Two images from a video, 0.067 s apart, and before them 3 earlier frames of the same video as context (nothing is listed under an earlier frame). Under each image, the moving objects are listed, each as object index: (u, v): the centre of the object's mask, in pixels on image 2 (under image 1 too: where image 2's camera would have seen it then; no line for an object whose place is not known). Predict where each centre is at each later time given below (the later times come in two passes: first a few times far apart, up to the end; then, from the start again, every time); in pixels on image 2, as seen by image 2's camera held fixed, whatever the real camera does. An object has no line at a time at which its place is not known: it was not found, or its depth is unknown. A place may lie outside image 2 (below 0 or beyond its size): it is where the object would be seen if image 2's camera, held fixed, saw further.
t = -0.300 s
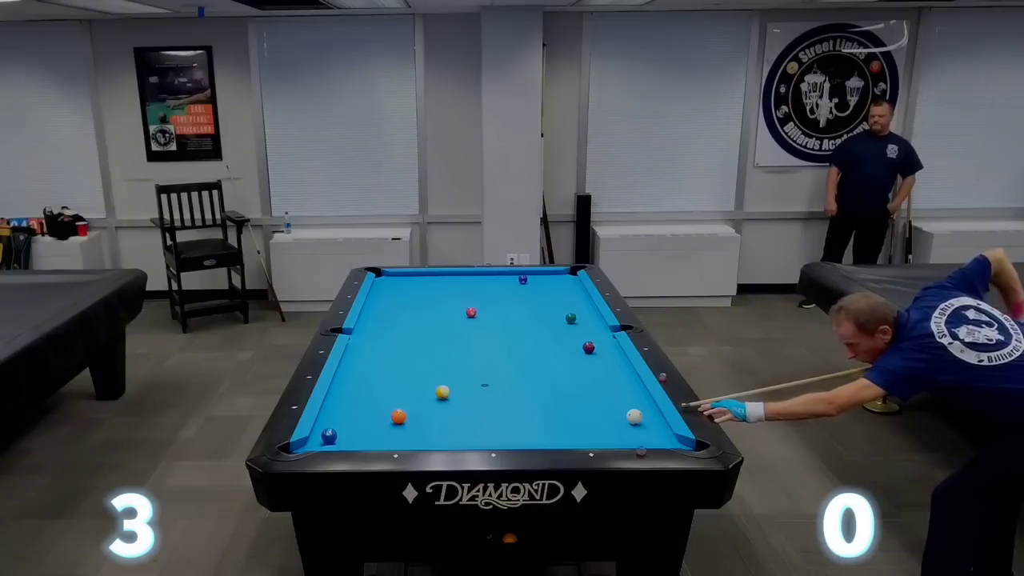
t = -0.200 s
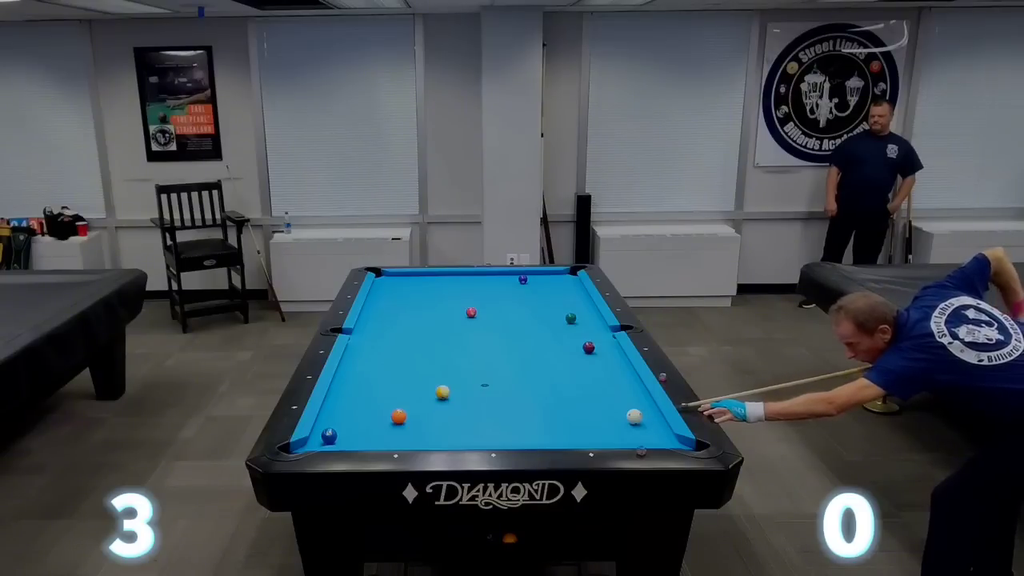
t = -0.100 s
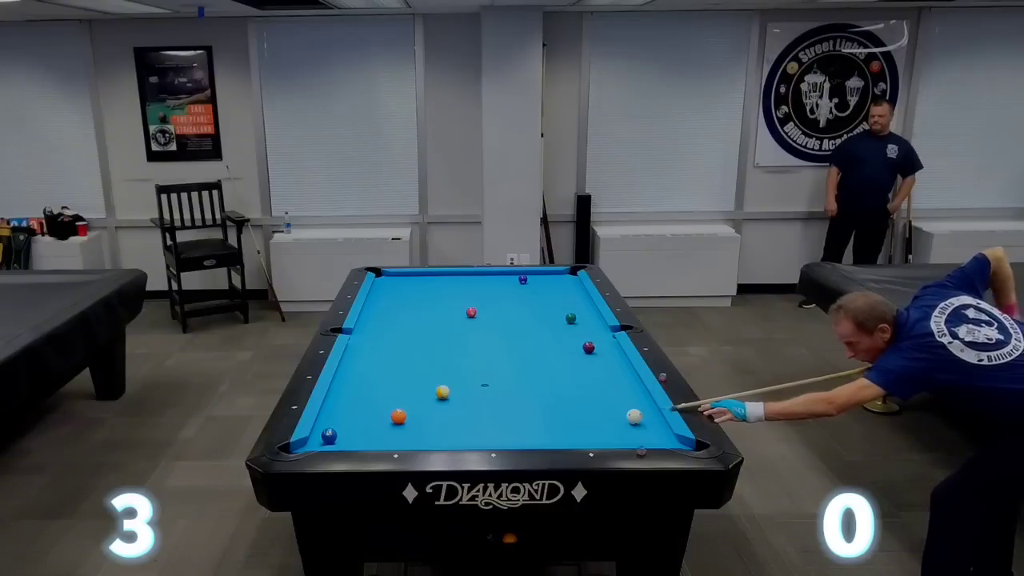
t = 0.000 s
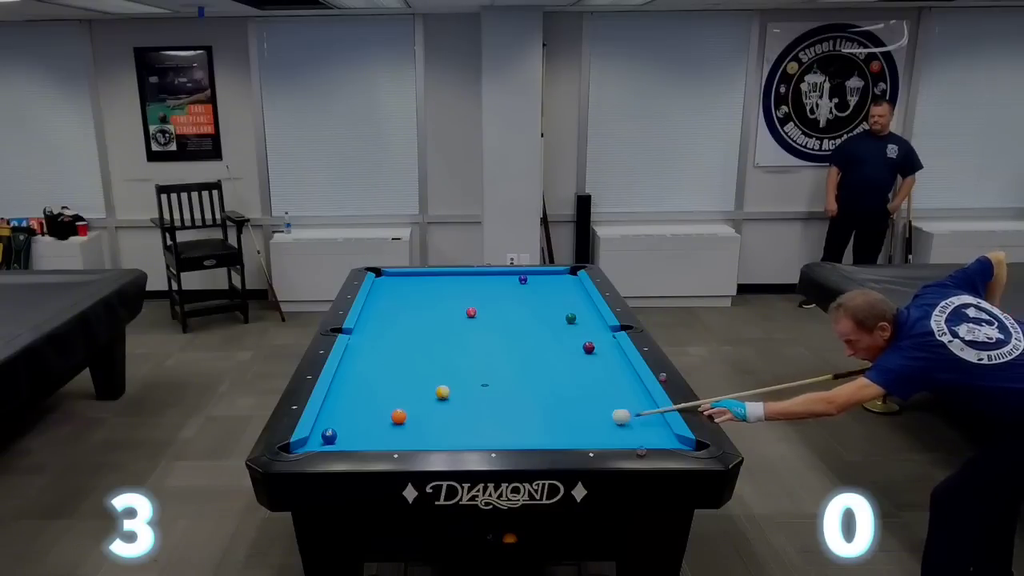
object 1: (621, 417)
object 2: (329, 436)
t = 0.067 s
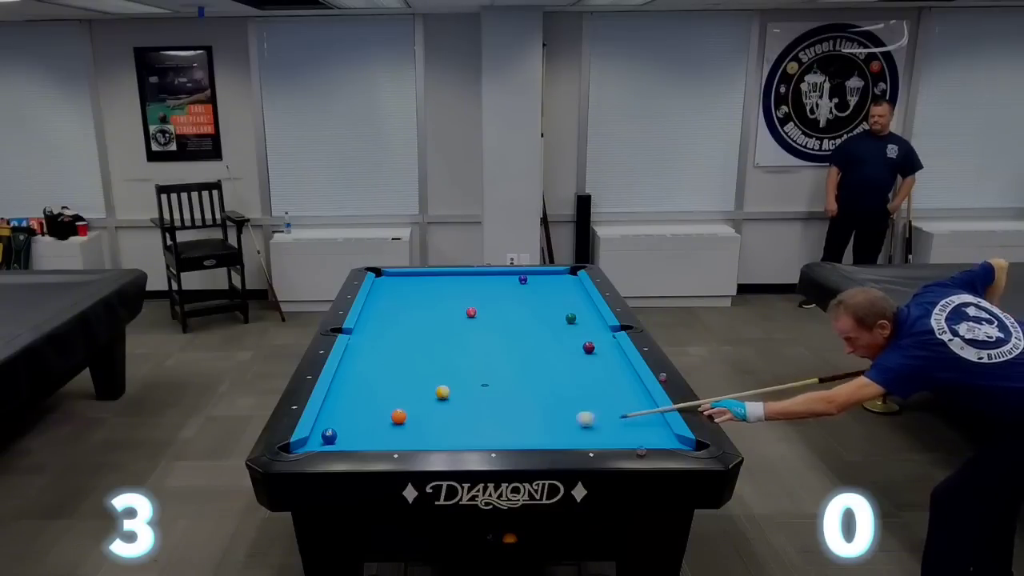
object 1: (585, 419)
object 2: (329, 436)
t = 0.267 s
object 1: (494, 424)
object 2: (329, 436)
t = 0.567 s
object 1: (367, 429)
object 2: (329, 436)
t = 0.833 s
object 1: (338, 417)
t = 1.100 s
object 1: (378, 402)
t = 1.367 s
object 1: (414, 389)
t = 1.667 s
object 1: (449, 376)
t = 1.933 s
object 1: (478, 365)
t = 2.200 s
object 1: (503, 356)
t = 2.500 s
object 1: (529, 346)
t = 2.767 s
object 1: (550, 339)
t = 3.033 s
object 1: (569, 331)
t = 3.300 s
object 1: (586, 325)
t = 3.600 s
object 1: (596, 319)
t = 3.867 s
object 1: (584, 315)
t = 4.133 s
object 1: (575, 311)
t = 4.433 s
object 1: (564, 309)
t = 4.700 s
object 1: (556, 307)
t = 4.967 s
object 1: (548, 305)
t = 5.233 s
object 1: (541, 304)
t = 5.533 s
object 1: (534, 302)
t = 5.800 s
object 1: (529, 301)
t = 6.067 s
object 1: (524, 300)
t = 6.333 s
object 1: (520, 299)
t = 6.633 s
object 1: (516, 298)
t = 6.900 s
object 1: (514, 298)
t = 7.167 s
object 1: (513, 297)
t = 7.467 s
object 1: (511, 297)
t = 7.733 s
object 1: (511, 297)
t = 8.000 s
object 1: (511, 297)
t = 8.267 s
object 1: (511, 297)
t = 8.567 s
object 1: (511, 297)
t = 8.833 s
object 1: (511, 297)
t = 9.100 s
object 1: (511, 297)
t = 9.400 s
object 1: (511, 297)
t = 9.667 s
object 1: (511, 297)
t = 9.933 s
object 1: (511, 297)
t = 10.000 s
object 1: (511, 297)
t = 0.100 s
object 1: (569, 419)
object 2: (329, 436)
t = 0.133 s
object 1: (553, 421)
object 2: (329, 436)
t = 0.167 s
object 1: (538, 421)
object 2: (329, 436)
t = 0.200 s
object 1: (523, 422)
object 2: (329, 436)
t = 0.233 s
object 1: (509, 423)
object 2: (329, 436)
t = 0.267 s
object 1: (494, 424)
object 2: (329, 436)
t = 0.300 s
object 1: (480, 424)
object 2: (329, 436)
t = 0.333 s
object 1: (466, 425)
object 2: (329, 436)
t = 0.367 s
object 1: (451, 426)
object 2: (329, 436)
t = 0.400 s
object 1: (438, 426)
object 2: (329, 436)
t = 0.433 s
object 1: (423, 427)
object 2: (329, 436)
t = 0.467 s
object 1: (409, 428)
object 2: (329, 436)
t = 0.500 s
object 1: (394, 428)
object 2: (329, 436)
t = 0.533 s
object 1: (381, 429)
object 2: (329, 436)
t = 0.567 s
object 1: (367, 429)
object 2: (329, 436)
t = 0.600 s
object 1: (353, 430)
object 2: (329, 436)
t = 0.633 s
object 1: (341, 430)
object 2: (326, 437)
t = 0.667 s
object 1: (336, 428)
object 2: (318, 439)
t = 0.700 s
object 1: (329, 425)
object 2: (310, 442)
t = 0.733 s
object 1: (323, 424)
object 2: (301, 444)
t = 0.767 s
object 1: (326, 421)
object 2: (298, 445)
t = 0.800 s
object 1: (332, 419)
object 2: (289, 451)
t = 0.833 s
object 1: (338, 417)
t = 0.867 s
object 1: (343, 415)
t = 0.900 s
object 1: (348, 414)
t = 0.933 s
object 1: (353, 411)
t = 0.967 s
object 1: (358, 410)
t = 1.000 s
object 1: (363, 408)
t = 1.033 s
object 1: (368, 406)
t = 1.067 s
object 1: (373, 404)
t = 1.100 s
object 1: (378, 402)
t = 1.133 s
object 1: (382, 401)
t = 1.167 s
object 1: (387, 399)
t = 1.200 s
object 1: (392, 397)
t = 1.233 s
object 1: (396, 396)
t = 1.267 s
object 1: (401, 394)
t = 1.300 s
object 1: (405, 392)
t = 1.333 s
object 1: (410, 391)
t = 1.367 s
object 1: (414, 389)
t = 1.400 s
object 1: (418, 388)
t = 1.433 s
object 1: (422, 386)
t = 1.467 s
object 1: (426, 385)
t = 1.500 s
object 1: (430, 383)
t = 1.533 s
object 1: (433, 381)
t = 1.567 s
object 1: (438, 379)
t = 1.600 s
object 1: (442, 378)
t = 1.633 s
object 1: (445, 377)
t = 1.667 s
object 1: (449, 376)
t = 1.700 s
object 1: (453, 375)
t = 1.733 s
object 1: (457, 373)
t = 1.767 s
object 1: (460, 372)
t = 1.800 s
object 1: (464, 371)
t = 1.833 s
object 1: (468, 369)
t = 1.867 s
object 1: (471, 368)
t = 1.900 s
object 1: (474, 366)
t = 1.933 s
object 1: (478, 365)
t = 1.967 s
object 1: (481, 364)
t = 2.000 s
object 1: (484, 363)
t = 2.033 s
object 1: (488, 362)
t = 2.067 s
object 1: (491, 360)
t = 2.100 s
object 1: (494, 359)
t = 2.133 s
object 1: (497, 358)
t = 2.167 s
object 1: (500, 357)
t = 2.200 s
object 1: (503, 356)
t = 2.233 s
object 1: (506, 355)
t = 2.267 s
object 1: (509, 354)
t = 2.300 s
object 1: (512, 352)
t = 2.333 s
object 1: (515, 351)
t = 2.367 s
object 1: (518, 350)
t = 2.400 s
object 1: (521, 349)
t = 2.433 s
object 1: (524, 348)
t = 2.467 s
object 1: (527, 347)
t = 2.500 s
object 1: (529, 346)
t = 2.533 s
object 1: (532, 345)
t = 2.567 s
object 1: (535, 344)
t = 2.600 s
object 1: (537, 343)
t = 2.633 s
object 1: (540, 342)
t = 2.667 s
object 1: (542, 341)
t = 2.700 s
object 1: (545, 340)
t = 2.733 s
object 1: (548, 339)
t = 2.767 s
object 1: (550, 339)
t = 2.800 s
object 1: (552, 338)
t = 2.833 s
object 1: (555, 337)
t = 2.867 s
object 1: (557, 336)
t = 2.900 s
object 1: (560, 335)
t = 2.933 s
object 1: (562, 334)
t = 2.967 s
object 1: (564, 333)
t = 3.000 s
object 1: (567, 332)
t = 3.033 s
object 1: (569, 331)
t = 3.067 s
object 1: (571, 331)
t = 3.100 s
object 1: (573, 330)
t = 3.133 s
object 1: (575, 329)
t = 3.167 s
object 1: (578, 328)
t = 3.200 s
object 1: (580, 327)
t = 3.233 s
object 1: (582, 326)
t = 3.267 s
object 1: (584, 326)
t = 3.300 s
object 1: (586, 325)
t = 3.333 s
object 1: (588, 324)
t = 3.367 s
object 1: (590, 323)
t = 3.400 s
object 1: (592, 323)
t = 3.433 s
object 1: (594, 322)
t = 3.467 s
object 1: (596, 321)
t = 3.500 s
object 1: (597, 320)
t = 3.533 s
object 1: (599, 320)
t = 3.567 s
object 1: (597, 319)
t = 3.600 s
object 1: (596, 319)
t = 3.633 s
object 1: (595, 318)
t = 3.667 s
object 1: (593, 318)
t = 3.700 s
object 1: (591, 317)
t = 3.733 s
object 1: (590, 317)
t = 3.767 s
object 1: (589, 317)
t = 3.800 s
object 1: (587, 316)
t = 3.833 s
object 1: (586, 316)
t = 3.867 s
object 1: (584, 315)
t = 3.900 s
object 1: (583, 315)
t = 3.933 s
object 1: (582, 315)
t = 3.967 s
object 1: (581, 314)
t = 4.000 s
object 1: (580, 314)
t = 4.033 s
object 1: (579, 313)
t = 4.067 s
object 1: (578, 313)
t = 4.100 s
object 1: (576, 312)
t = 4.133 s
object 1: (575, 311)
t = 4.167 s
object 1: (573, 310)
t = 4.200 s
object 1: (572, 310)
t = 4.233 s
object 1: (570, 309)
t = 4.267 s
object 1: (570, 310)
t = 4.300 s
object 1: (569, 309)
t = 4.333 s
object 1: (567, 309)
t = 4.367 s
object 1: (566, 309)
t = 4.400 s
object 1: (565, 309)
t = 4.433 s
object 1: (564, 309)
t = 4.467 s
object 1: (562, 309)
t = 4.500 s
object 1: (562, 309)
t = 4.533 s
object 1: (560, 308)
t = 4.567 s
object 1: (560, 308)
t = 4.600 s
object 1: (559, 308)
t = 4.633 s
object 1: (557, 308)
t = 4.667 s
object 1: (556, 308)
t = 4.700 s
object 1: (556, 307)
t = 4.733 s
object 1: (554, 307)
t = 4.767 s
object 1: (553, 307)
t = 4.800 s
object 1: (552, 306)
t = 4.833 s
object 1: (551, 306)
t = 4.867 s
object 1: (551, 306)
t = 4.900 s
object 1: (550, 306)
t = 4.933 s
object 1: (549, 305)
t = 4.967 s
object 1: (548, 305)
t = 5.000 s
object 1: (547, 305)
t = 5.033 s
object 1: (546, 305)
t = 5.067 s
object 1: (545, 305)
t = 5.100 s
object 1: (544, 305)
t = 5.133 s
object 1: (544, 304)
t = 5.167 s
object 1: (543, 304)
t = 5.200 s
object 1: (542, 304)
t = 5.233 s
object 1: (541, 304)
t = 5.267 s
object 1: (540, 303)
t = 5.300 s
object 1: (539, 303)
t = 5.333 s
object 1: (538, 303)
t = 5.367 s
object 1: (538, 303)
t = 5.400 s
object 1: (537, 303)
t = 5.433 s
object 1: (536, 303)
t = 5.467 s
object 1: (536, 302)
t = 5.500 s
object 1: (535, 302)
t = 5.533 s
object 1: (534, 302)
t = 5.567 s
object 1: (533, 302)
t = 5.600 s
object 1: (532, 302)
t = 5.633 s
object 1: (532, 301)
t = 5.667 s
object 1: (531, 301)
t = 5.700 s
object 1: (531, 301)
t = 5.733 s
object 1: (530, 301)
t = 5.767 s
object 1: (530, 301)
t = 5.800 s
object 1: (529, 301)
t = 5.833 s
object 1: (528, 300)
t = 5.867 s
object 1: (527, 300)
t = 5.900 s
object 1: (527, 300)
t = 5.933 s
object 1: (526, 300)
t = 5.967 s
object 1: (526, 300)
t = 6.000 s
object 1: (525, 300)
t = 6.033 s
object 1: (525, 300)
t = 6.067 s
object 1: (524, 300)
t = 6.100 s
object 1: (523, 300)
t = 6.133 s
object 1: (523, 299)
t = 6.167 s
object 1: (522, 300)
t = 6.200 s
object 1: (522, 299)
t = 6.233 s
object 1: (521, 299)
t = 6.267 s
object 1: (521, 299)
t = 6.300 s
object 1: (520, 299)
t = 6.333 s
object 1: (520, 299)
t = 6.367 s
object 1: (519, 299)
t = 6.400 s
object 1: (519, 299)
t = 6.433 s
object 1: (519, 299)
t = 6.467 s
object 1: (518, 299)
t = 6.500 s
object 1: (518, 299)
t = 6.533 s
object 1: (518, 299)
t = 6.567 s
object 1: (517, 298)
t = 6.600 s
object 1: (517, 298)
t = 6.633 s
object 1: (516, 298)
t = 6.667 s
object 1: (516, 298)
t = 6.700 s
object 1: (516, 298)
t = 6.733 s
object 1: (515, 298)
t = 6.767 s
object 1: (515, 298)
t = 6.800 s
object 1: (515, 298)
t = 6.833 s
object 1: (515, 298)
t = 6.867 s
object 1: (514, 298)
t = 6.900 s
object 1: (514, 298)
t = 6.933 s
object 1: (514, 298)
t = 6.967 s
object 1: (514, 298)
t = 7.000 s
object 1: (513, 298)
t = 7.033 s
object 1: (513, 298)
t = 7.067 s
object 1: (513, 298)
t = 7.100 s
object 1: (513, 297)
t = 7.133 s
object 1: (513, 297)
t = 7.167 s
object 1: (513, 297)
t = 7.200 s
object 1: (513, 297)
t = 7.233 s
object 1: (512, 297)
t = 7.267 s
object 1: (512, 297)
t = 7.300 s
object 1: (512, 297)
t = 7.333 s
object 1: (512, 297)
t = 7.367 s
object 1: (512, 297)
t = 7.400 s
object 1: (512, 297)
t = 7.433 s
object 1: (512, 297)
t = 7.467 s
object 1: (511, 297)
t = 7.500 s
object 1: (511, 297)
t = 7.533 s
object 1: (511, 297)
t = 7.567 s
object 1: (511, 297)
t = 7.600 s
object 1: (511, 297)
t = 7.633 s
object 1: (511, 297)
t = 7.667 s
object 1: (511, 297)
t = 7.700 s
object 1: (511, 297)
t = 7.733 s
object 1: (511, 297)
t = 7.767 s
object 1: (511, 297)
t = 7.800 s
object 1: (511, 297)
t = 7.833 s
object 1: (511, 297)
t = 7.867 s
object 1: (511, 297)
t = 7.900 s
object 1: (511, 297)
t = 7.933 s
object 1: (511, 297)
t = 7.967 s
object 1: (511, 297)
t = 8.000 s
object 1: (511, 297)
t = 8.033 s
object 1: (511, 297)
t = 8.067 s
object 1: (511, 297)
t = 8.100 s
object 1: (511, 297)
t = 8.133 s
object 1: (511, 297)
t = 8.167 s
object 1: (511, 297)
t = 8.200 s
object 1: (511, 297)
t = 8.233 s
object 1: (511, 297)
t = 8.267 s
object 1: (511, 297)
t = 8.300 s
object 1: (511, 297)
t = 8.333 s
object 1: (511, 297)
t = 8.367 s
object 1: (511, 297)
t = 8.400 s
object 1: (511, 297)
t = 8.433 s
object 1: (511, 297)
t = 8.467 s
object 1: (511, 297)
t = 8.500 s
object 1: (511, 297)
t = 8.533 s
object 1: (511, 297)
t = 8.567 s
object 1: (511, 297)
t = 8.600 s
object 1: (511, 297)
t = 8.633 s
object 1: (511, 297)
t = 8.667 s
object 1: (511, 297)
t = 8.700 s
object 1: (511, 297)
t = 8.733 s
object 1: (511, 297)
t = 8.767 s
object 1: (511, 297)
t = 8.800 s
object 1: (511, 297)
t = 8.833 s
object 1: (511, 297)
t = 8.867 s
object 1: (511, 297)
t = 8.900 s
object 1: (511, 297)
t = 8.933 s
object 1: (511, 297)
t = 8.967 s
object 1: (511, 297)
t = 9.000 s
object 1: (511, 297)
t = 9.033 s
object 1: (511, 297)
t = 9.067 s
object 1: (511, 297)
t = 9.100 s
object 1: (511, 297)
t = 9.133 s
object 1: (511, 297)
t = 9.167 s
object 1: (511, 297)
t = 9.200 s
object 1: (511, 297)
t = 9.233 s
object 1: (511, 297)
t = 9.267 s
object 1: (511, 297)
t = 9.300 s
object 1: (511, 297)
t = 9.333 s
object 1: (511, 297)
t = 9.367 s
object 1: (511, 297)
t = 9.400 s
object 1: (511, 297)
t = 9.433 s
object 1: (511, 297)
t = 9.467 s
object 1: (511, 297)
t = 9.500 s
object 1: (511, 297)
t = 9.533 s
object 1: (511, 297)
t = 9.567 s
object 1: (511, 297)
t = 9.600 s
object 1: (511, 297)
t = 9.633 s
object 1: (511, 297)
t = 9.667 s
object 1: (511, 297)
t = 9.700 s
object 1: (511, 297)
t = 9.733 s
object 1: (511, 297)
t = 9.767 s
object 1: (511, 297)
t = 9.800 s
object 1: (511, 297)
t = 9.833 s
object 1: (511, 297)
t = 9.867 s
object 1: (511, 297)
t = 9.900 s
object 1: (511, 297)
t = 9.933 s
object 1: (511, 297)
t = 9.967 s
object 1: (511, 297)
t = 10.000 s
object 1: (511, 297)
